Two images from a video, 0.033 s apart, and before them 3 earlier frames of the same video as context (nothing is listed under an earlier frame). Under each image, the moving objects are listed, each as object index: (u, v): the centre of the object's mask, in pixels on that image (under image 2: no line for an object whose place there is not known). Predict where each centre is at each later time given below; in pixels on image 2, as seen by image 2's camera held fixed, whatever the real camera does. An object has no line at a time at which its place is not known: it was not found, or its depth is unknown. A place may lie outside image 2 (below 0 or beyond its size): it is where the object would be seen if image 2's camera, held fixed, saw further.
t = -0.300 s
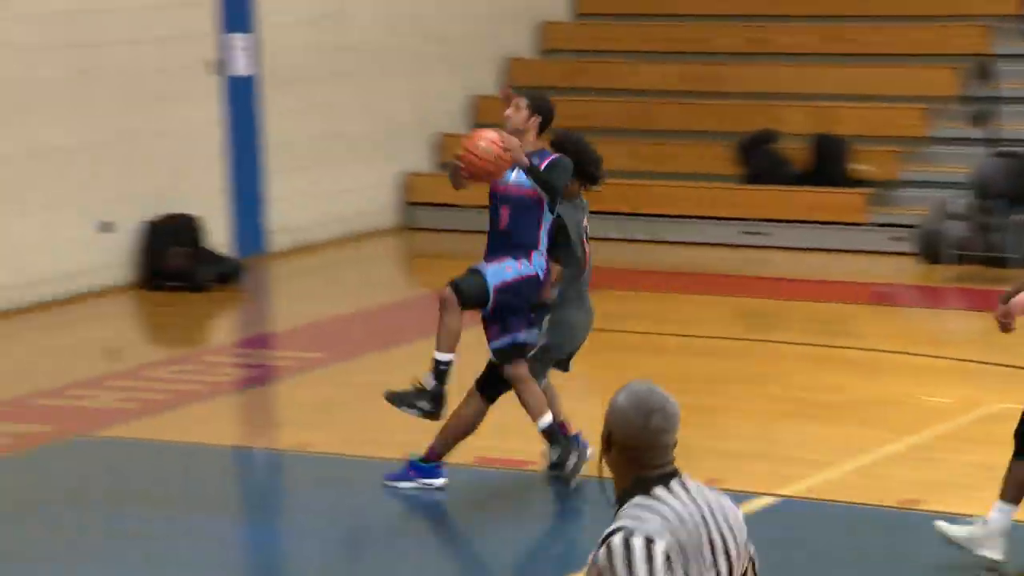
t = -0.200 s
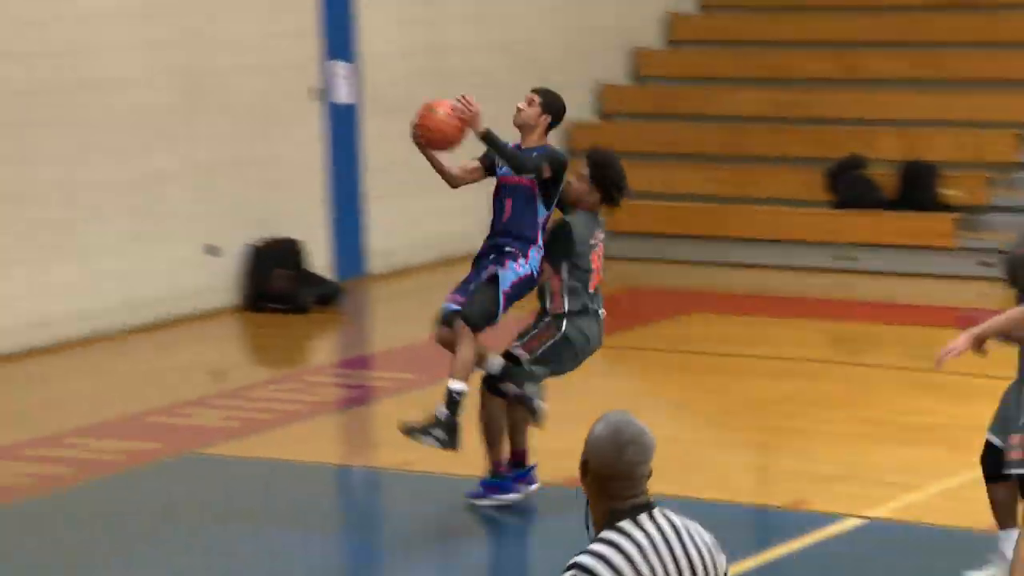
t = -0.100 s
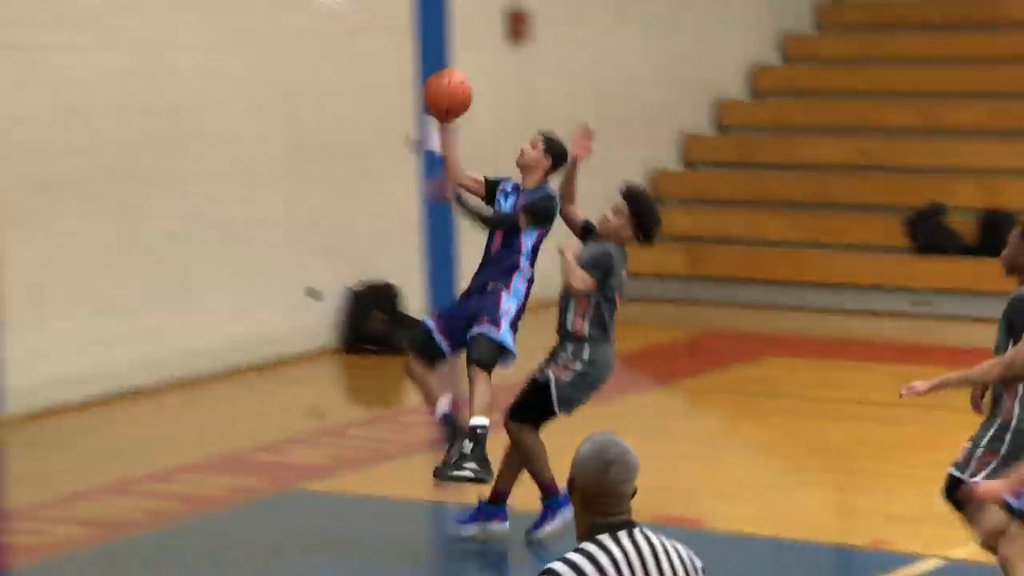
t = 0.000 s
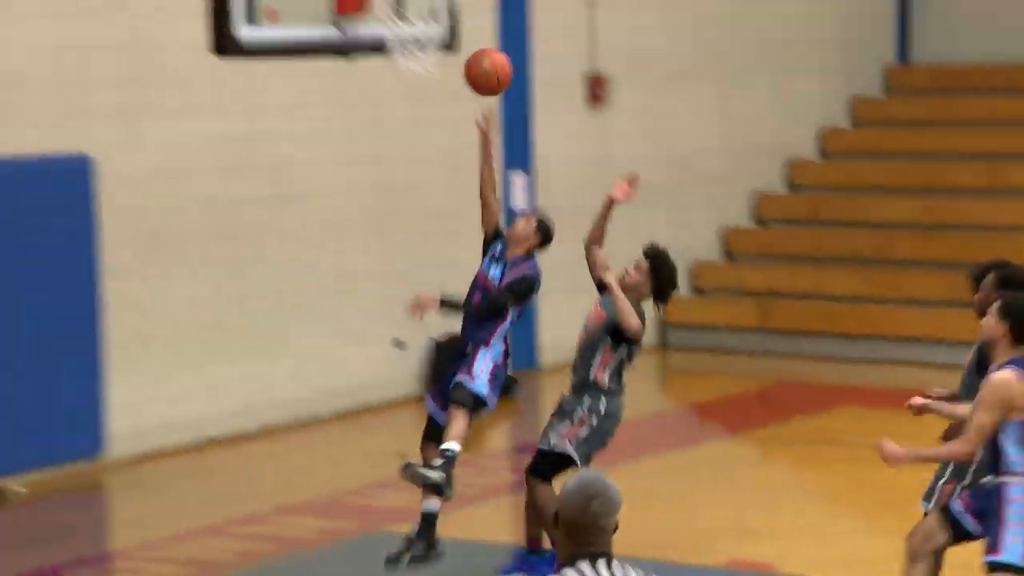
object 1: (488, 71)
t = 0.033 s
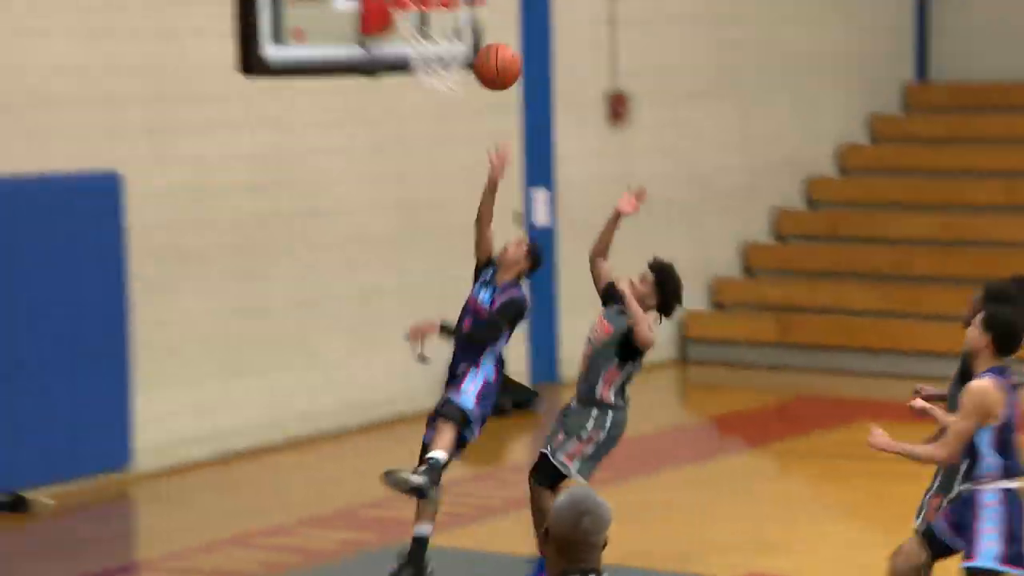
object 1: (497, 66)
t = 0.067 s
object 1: (487, 46)
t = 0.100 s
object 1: (473, 25)
